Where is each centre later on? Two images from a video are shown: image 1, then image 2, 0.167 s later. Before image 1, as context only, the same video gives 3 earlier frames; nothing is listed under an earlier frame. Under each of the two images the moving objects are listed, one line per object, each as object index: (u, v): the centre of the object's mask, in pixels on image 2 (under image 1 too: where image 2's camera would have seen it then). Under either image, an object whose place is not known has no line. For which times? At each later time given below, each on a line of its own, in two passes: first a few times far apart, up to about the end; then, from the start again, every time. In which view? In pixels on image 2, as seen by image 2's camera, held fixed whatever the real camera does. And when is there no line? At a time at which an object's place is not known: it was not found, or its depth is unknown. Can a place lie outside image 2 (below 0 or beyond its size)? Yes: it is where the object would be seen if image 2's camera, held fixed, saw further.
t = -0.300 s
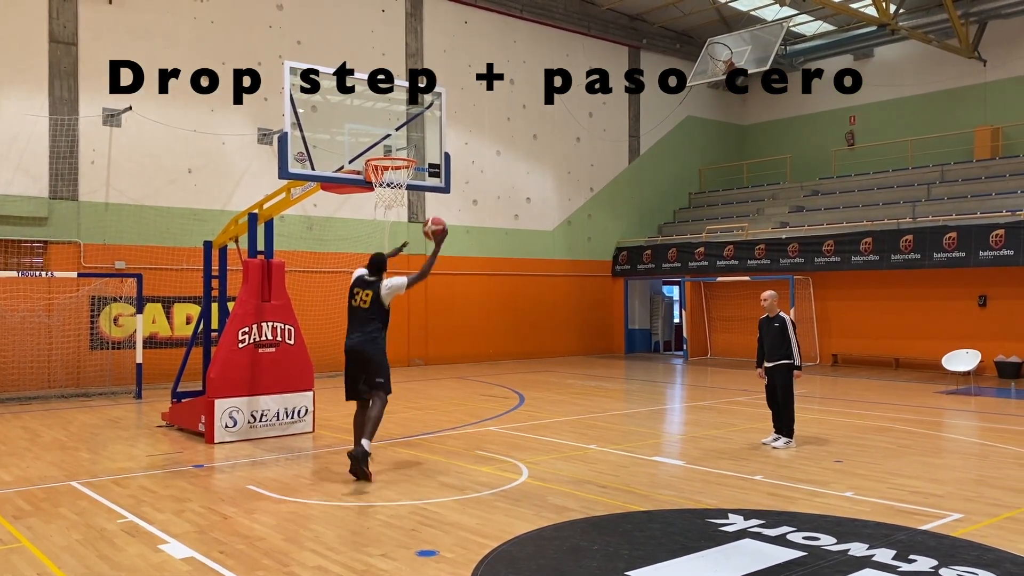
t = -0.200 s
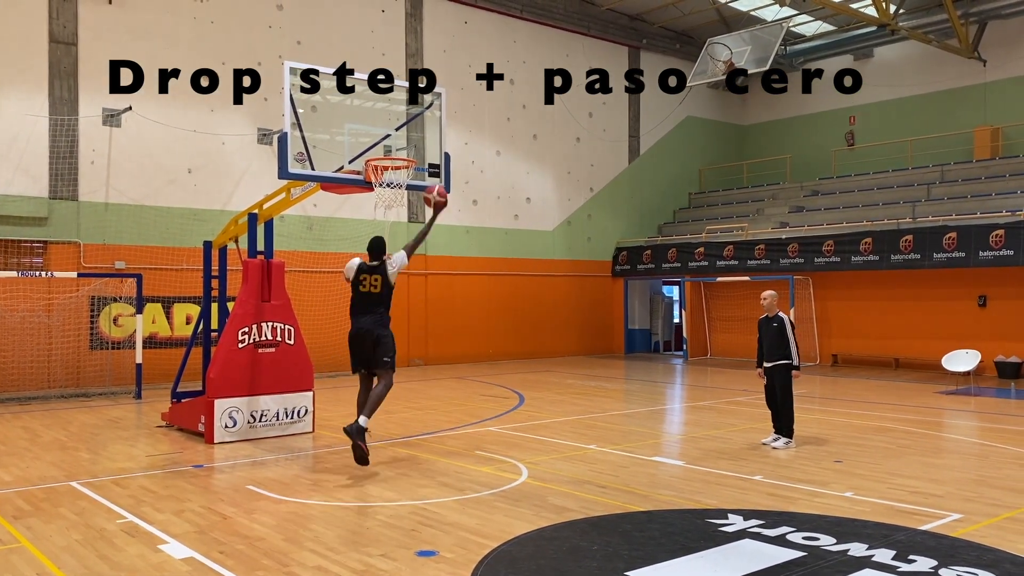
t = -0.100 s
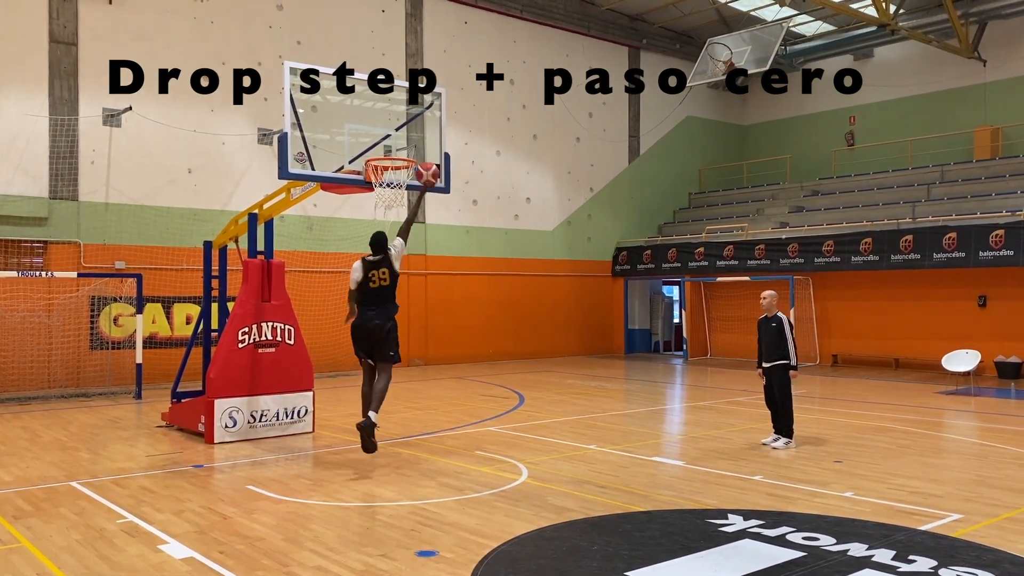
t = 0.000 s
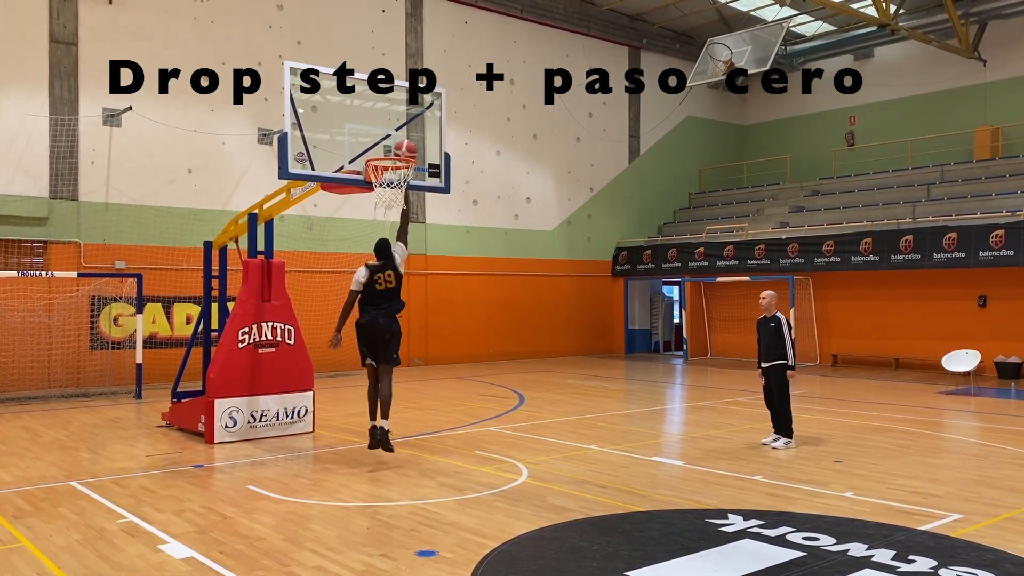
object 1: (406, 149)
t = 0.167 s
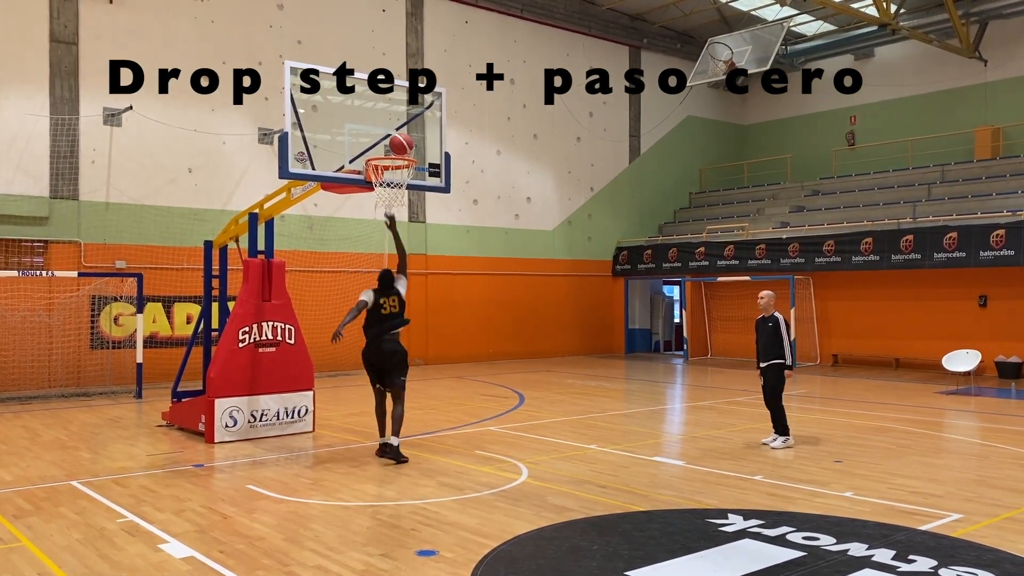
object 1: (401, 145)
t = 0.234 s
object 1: (401, 148)
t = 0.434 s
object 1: (381, 185)
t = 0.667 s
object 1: (371, 226)
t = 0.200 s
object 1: (401, 146)
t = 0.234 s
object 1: (401, 148)
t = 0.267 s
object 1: (400, 154)
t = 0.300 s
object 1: (399, 160)
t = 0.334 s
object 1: (393, 165)
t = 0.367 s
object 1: (390, 171)
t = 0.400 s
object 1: (385, 177)
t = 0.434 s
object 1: (381, 185)
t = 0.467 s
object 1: (376, 192)
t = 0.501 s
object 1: (375, 195)
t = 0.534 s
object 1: (374, 199)
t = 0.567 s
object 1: (373, 205)
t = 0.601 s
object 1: (373, 210)
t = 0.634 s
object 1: (372, 217)
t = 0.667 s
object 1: (371, 226)
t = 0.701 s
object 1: (370, 235)
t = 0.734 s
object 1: (370, 245)
